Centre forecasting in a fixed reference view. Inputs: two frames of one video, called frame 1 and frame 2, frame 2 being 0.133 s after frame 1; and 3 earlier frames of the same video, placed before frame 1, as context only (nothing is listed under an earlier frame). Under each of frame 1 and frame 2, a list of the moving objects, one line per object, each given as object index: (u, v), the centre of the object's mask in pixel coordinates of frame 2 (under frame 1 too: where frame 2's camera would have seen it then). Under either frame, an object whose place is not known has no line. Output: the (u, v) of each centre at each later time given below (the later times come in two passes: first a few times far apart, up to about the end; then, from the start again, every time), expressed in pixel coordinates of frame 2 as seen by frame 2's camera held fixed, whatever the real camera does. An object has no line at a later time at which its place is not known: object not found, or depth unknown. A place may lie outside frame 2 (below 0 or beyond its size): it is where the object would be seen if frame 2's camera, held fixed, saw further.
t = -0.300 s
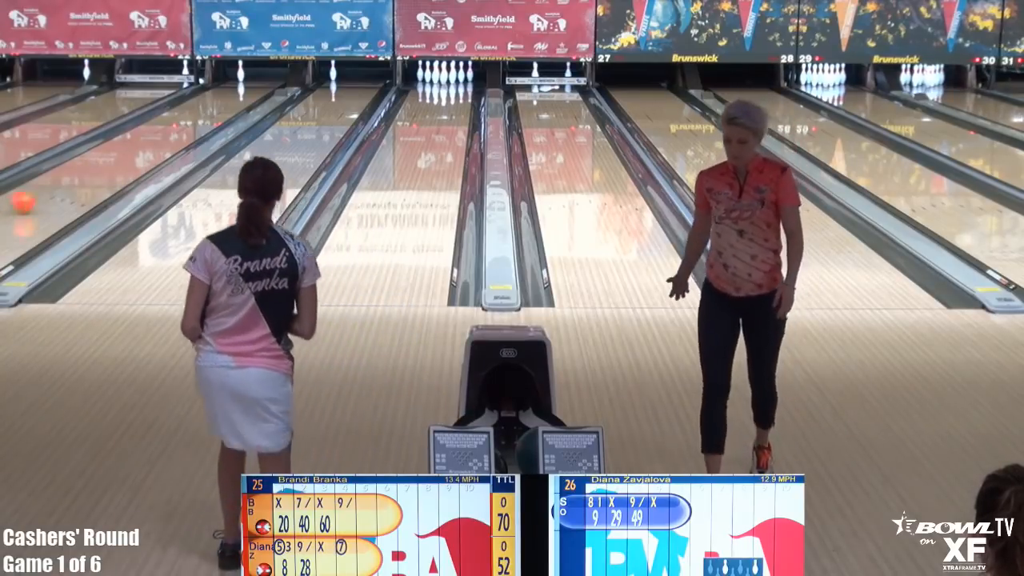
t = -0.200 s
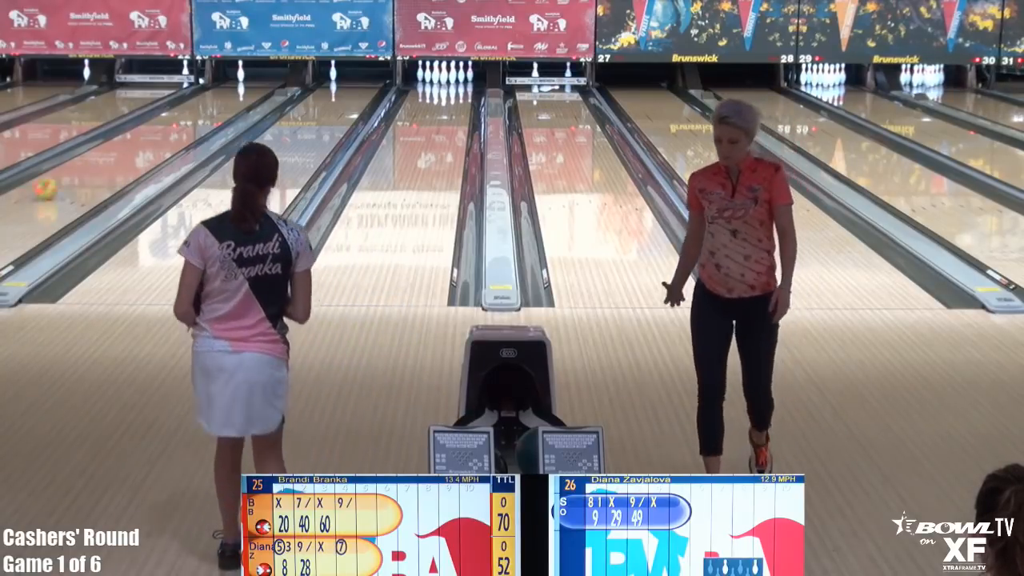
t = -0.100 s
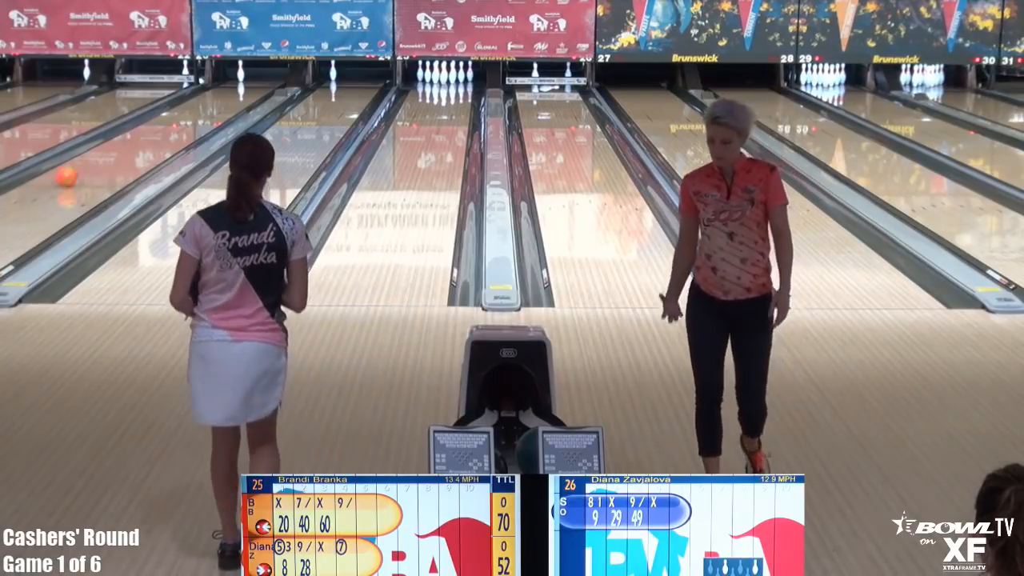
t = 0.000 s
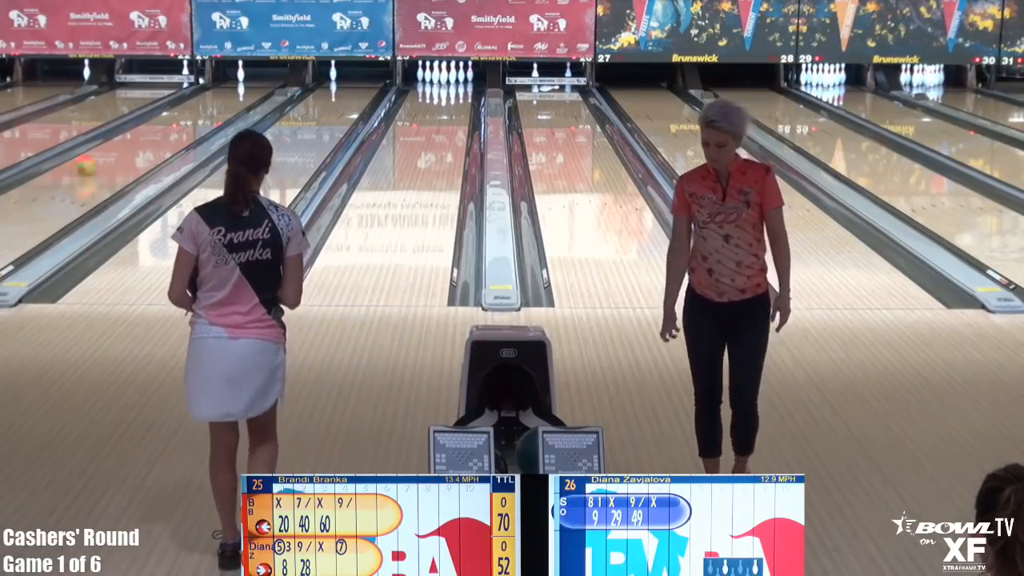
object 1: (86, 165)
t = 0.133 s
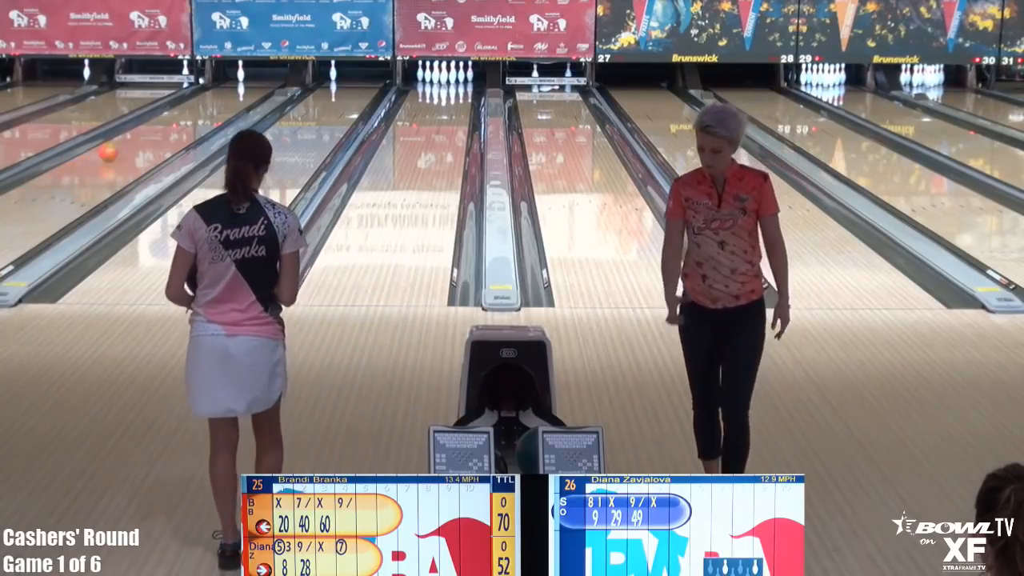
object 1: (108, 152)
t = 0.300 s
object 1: (129, 139)
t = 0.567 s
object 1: (163, 120)
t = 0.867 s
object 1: (192, 103)
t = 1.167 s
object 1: (215, 89)
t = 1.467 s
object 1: (231, 77)
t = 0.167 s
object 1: (113, 149)
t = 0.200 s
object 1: (119, 145)
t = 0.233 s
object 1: (120, 145)
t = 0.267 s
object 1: (125, 142)
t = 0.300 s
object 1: (129, 139)
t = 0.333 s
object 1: (134, 137)
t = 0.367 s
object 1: (138, 134)
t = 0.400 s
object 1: (143, 131)
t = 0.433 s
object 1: (147, 129)
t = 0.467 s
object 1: (152, 126)
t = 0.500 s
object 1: (155, 125)
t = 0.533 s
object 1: (160, 122)
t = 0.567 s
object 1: (163, 120)
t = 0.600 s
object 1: (166, 119)
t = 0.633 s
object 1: (170, 116)
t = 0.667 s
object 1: (172, 115)
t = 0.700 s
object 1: (177, 112)
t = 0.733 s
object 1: (180, 110)
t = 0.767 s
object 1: (183, 108)
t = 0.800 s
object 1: (186, 107)
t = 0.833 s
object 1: (189, 105)
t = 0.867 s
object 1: (192, 103)
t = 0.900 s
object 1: (194, 101)
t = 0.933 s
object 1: (197, 100)
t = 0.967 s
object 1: (200, 97)
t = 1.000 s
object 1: (202, 96)
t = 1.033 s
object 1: (205, 95)
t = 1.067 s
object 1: (207, 93)
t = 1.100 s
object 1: (210, 91)
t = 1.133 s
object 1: (212, 90)
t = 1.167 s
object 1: (215, 89)
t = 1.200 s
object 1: (217, 87)
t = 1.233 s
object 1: (219, 86)
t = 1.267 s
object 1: (220, 85)
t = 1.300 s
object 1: (222, 84)
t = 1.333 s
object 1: (224, 83)
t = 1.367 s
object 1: (226, 82)
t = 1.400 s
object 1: (228, 80)
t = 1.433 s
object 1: (229, 79)
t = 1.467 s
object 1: (231, 77)
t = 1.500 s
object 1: (232, 76)
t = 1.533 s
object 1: (233, 75)
